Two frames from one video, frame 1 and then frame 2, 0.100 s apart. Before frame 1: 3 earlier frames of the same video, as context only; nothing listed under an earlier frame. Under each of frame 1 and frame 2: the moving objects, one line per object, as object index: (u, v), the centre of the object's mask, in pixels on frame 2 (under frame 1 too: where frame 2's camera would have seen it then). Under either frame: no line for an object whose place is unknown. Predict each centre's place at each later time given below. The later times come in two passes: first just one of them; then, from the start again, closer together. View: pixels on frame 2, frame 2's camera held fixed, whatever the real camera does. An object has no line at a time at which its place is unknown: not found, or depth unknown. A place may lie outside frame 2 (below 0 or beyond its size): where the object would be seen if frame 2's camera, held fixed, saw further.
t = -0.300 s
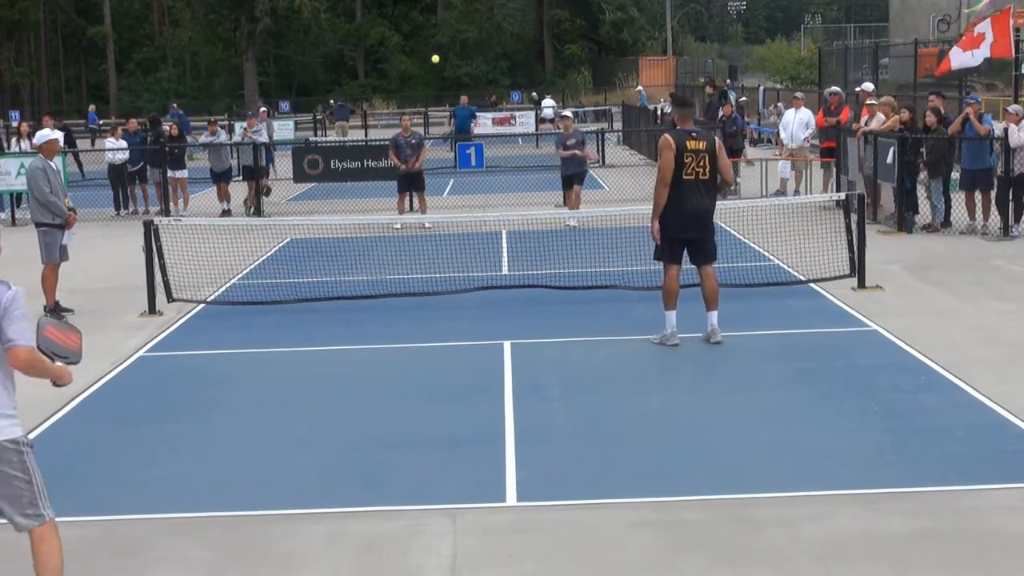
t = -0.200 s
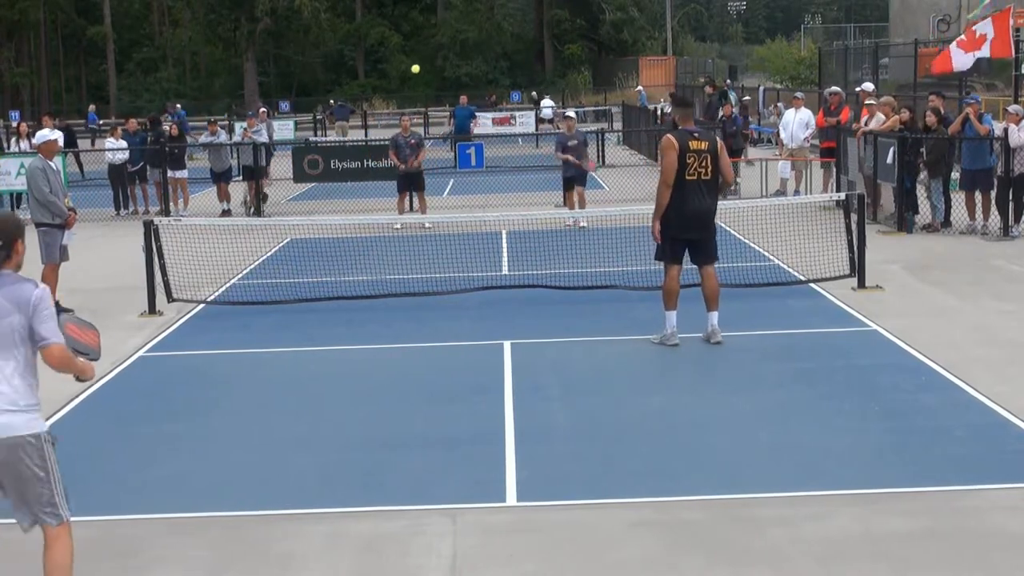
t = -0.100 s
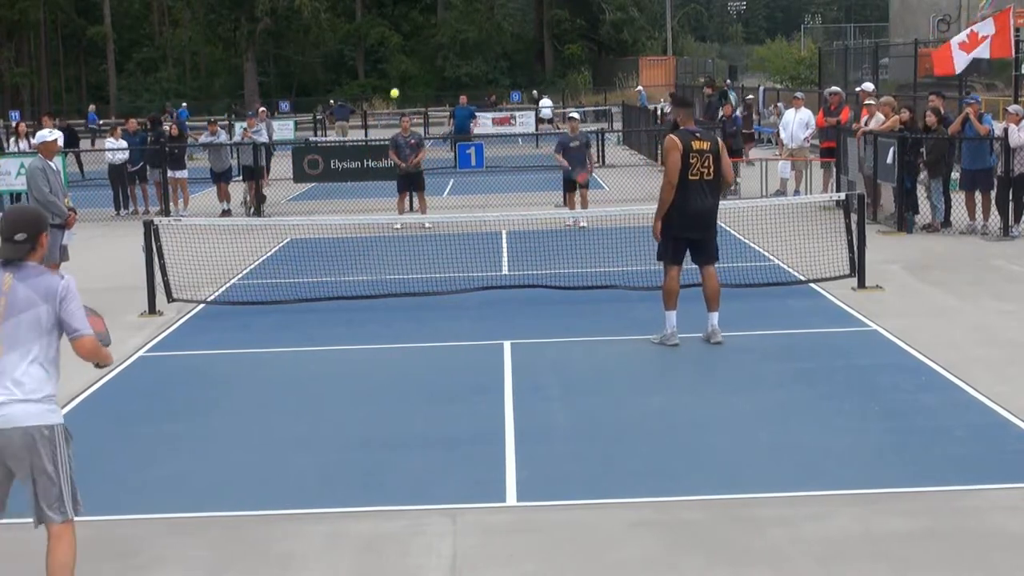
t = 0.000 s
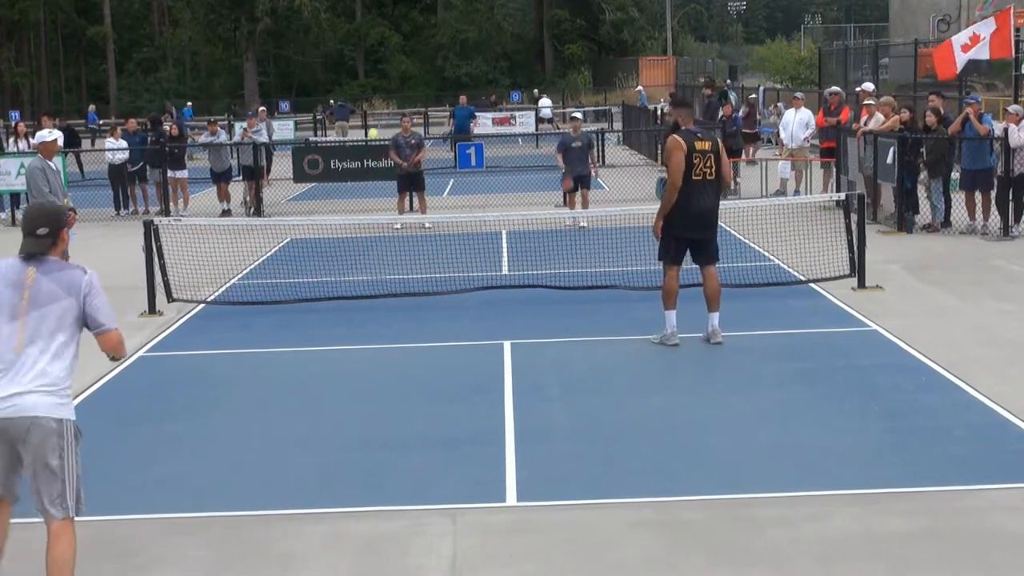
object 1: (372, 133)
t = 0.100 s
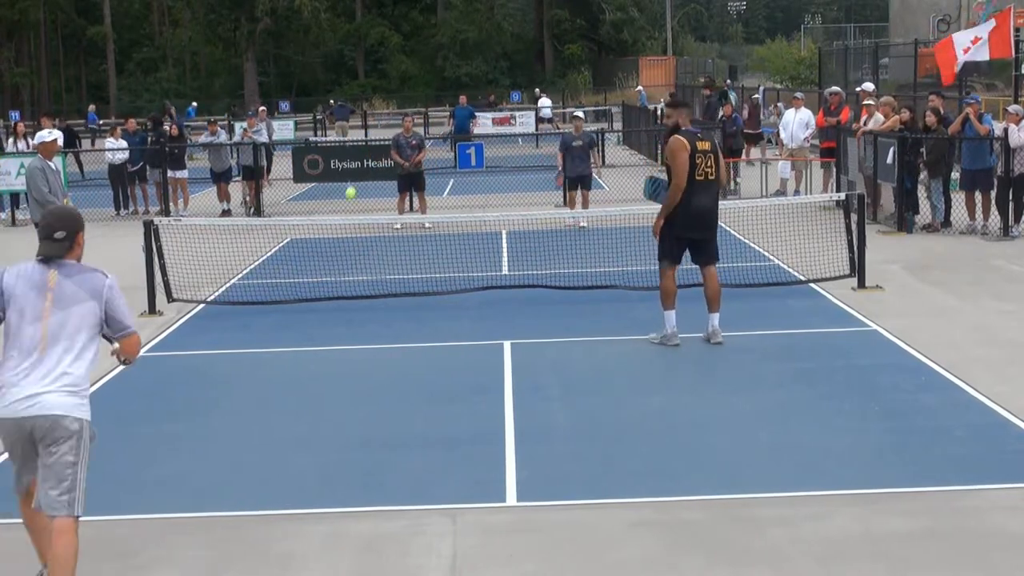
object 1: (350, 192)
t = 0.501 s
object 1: (253, 322)
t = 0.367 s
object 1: (287, 369)
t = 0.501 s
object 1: (253, 322)
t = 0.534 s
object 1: (244, 314)
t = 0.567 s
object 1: (235, 308)
